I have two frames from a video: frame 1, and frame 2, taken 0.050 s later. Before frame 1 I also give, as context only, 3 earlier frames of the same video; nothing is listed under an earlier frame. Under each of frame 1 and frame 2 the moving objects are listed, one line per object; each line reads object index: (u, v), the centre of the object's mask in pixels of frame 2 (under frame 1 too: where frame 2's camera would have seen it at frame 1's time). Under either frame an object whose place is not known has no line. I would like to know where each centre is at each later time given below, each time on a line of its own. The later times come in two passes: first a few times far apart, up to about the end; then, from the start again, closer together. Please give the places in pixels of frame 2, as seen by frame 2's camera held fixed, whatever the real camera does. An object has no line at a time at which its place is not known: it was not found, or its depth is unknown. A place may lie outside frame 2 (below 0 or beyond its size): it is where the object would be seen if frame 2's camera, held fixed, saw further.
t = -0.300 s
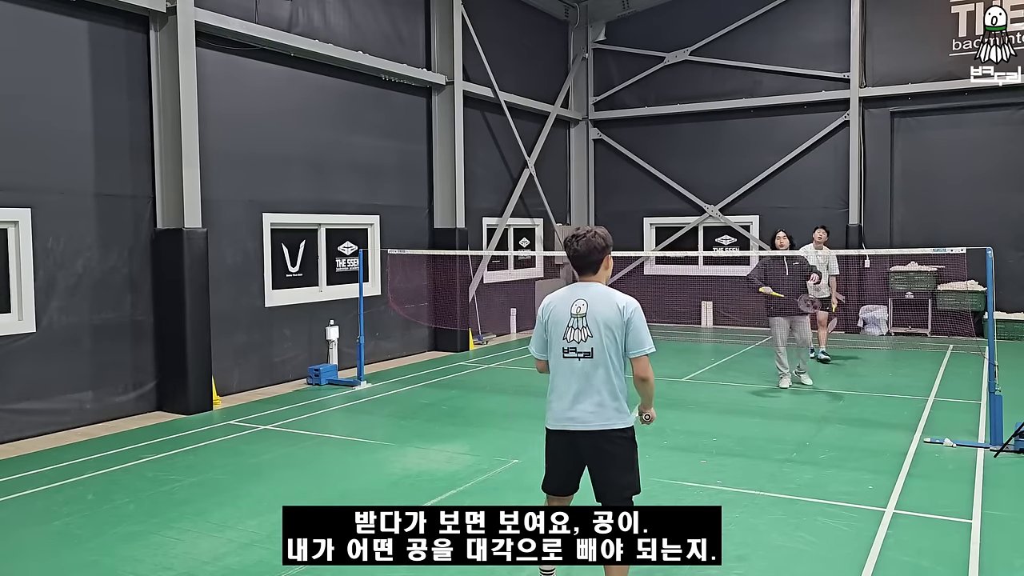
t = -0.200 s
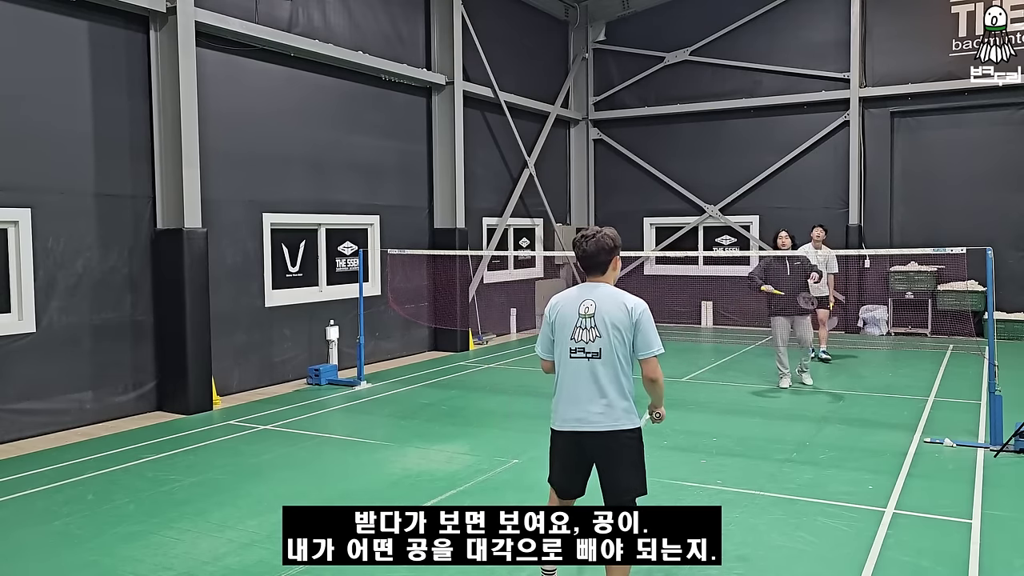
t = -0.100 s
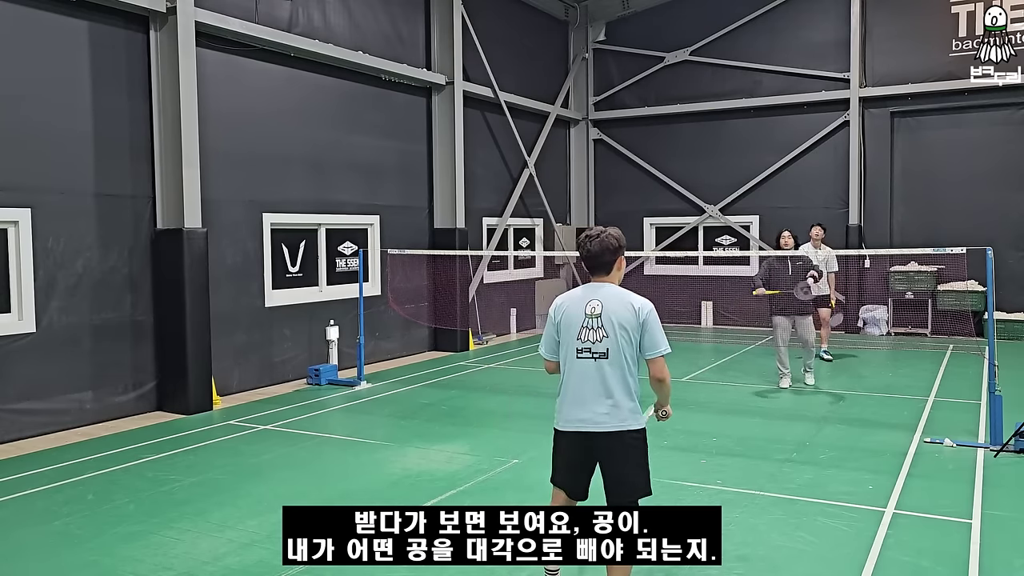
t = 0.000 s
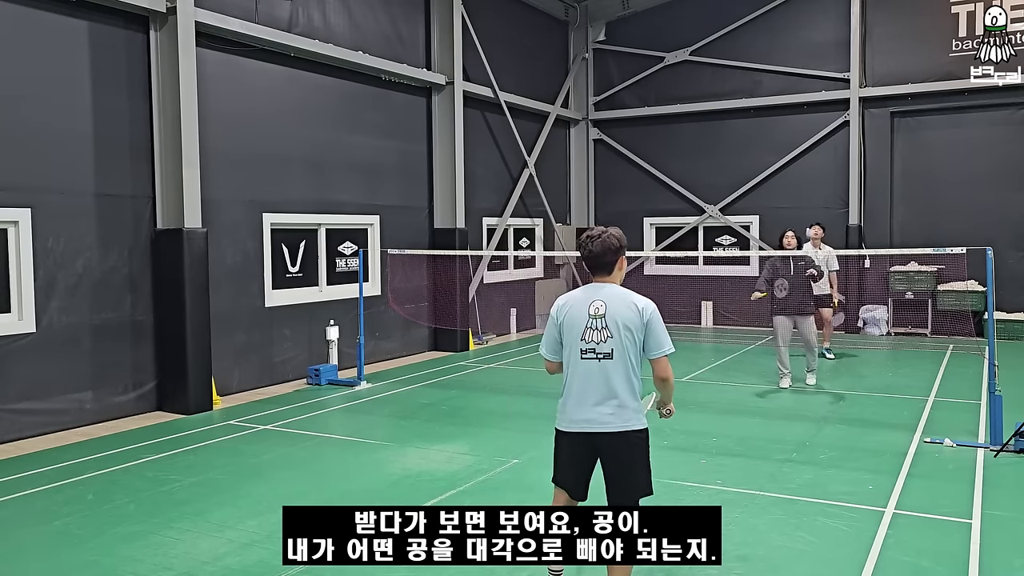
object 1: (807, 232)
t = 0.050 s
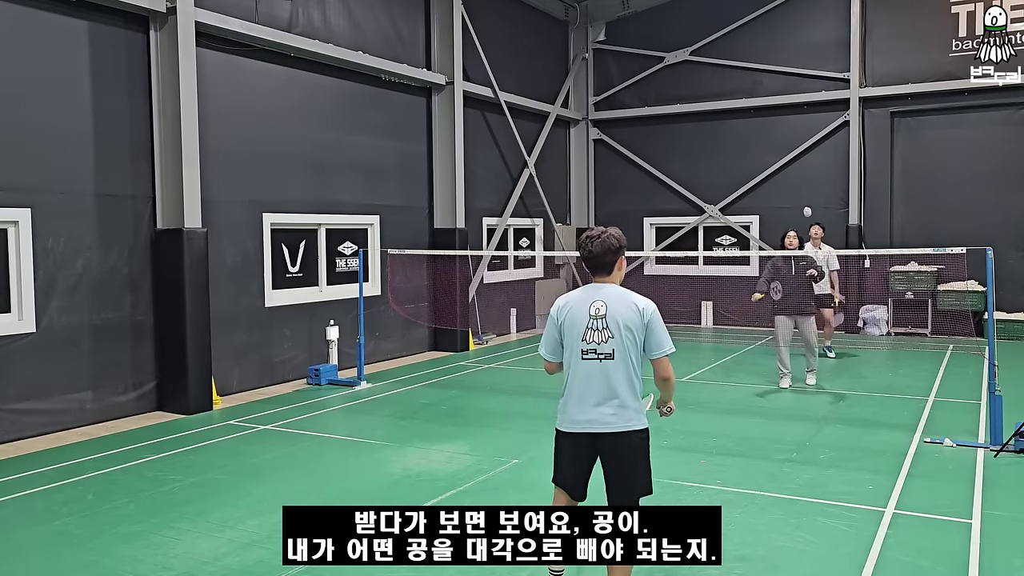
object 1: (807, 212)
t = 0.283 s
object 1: (798, 152)
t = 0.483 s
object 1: (789, 150)
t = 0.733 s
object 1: (773, 237)
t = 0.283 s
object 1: (798, 152)
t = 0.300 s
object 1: (798, 150)
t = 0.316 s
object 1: (797, 148)
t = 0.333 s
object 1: (797, 146)
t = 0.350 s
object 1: (796, 145)
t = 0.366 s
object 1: (796, 145)
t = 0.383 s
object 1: (795, 144)
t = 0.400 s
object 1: (794, 144)
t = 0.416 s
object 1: (793, 145)
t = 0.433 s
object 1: (793, 146)
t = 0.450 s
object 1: (792, 147)
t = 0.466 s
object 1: (790, 149)
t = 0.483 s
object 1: (789, 150)
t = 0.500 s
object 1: (789, 153)
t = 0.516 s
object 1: (788, 157)
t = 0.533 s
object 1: (787, 160)
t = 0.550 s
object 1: (786, 164)
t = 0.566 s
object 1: (785, 168)
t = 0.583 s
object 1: (784, 173)
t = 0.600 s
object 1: (782, 178)
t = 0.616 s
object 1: (782, 184)
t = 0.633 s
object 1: (781, 190)
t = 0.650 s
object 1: (779, 197)
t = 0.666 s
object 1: (778, 204)
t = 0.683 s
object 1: (777, 212)
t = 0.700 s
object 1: (776, 220)
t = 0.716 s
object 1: (774, 229)
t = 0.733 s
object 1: (773, 237)
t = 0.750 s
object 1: (772, 247)
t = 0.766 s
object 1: (771, 258)
